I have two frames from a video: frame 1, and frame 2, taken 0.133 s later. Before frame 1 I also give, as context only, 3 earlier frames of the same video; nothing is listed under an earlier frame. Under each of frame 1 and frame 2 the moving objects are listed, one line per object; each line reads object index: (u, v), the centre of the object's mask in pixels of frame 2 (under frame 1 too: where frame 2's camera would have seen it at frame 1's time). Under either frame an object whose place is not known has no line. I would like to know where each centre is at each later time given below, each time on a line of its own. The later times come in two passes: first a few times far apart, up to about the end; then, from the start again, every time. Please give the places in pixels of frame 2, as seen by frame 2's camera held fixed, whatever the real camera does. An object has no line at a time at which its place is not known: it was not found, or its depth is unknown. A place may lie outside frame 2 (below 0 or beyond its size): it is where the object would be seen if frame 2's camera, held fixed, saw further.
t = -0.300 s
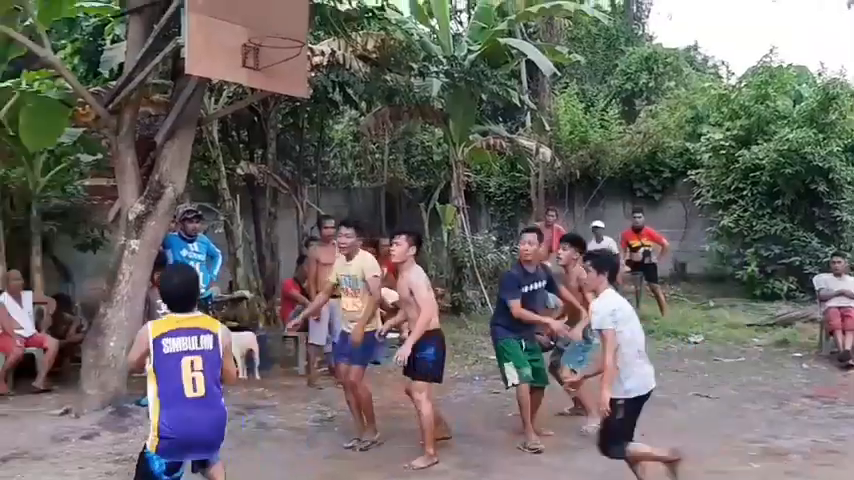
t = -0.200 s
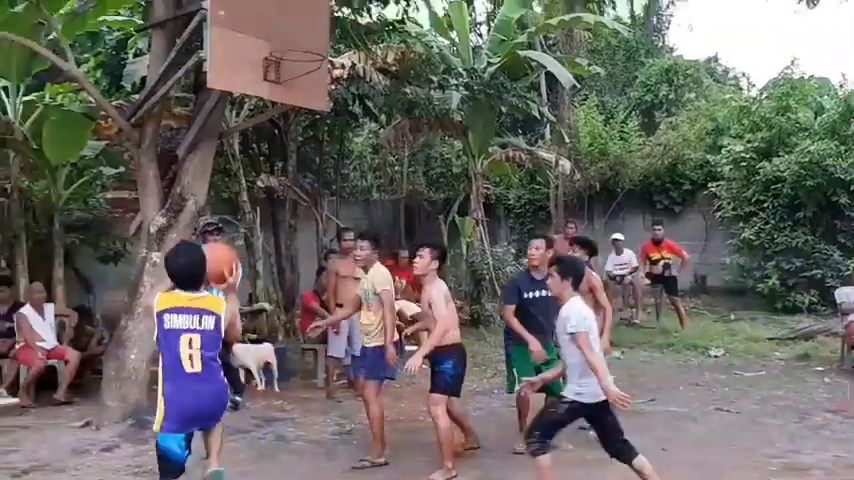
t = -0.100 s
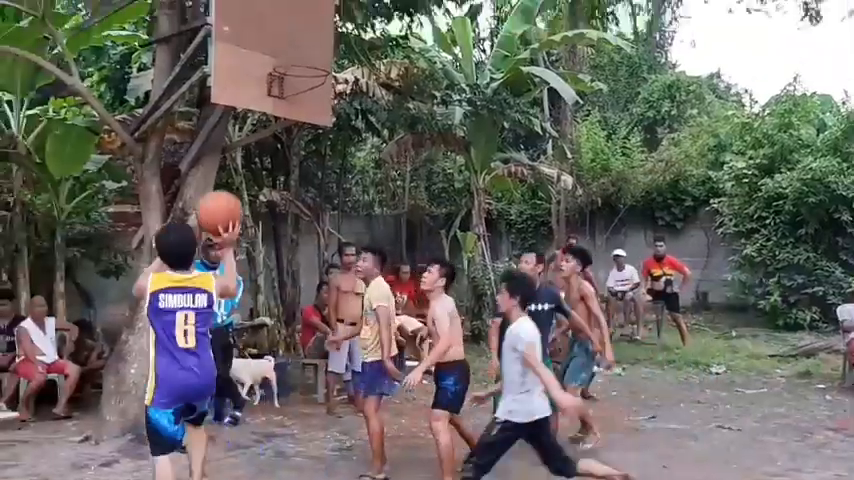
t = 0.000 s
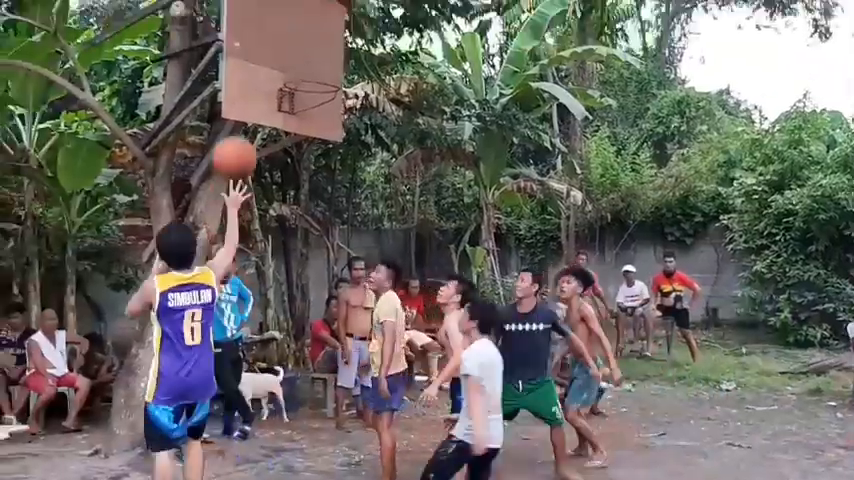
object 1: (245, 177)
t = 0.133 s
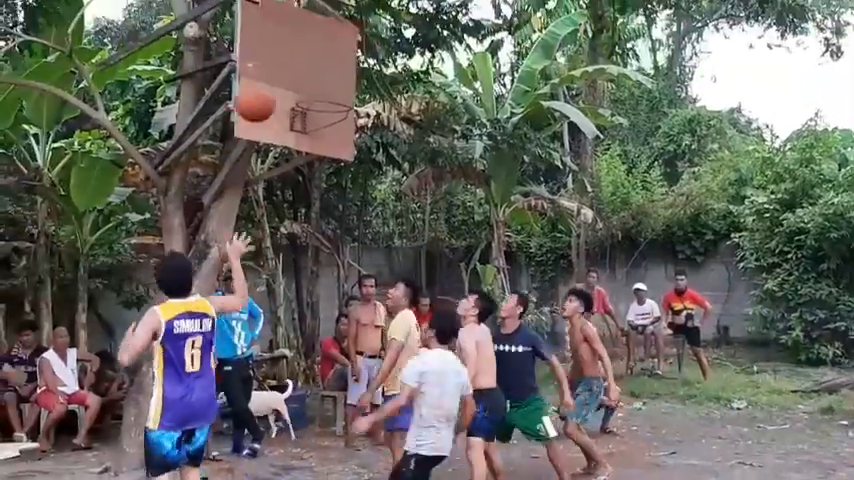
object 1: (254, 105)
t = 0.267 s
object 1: (262, 63)
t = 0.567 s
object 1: (282, 74)
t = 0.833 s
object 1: (344, 81)
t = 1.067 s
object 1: (394, 139)
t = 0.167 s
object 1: (256, 88)
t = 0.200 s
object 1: (259, 78)
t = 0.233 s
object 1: (260, 69)
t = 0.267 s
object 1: (262, 63)
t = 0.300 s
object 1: (264, 57)
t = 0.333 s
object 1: (266, 54)
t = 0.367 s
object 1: (267, 52)
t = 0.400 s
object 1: (269, 52)
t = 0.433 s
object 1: (271, 54)
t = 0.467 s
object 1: (272, 57)
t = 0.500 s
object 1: (274, 62)
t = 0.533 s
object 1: (274, 68)
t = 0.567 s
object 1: (282, 74)
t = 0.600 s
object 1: (290, 79)
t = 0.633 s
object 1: (303, 87)
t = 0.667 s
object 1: (310, 81)
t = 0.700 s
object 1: (318, 78)
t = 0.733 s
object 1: (324, 77)
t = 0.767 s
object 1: (329, 77)
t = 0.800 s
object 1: (336, 78)
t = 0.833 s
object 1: (344, 81)
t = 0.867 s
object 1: (350, 84)
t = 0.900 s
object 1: (358, 89)
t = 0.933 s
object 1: (365, 95)
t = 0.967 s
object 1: (371, 102)
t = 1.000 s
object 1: (379, 115)
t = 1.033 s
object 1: (385, 127)
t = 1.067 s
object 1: (394, 139)
